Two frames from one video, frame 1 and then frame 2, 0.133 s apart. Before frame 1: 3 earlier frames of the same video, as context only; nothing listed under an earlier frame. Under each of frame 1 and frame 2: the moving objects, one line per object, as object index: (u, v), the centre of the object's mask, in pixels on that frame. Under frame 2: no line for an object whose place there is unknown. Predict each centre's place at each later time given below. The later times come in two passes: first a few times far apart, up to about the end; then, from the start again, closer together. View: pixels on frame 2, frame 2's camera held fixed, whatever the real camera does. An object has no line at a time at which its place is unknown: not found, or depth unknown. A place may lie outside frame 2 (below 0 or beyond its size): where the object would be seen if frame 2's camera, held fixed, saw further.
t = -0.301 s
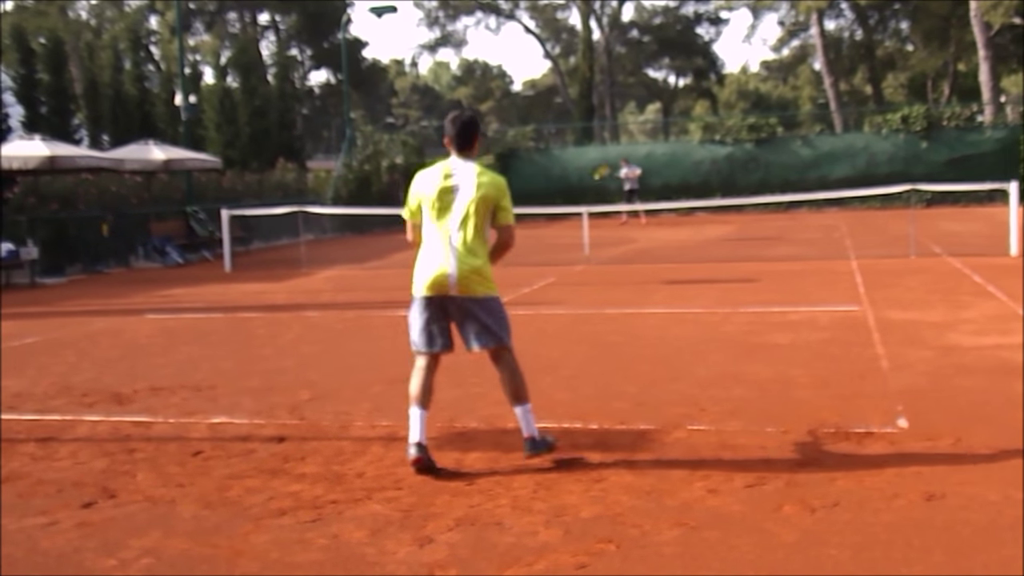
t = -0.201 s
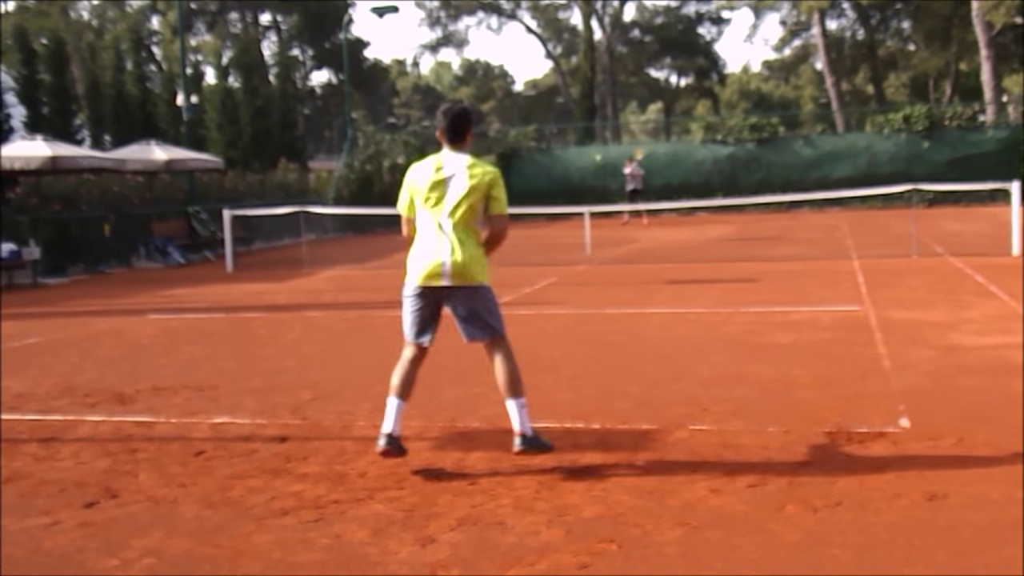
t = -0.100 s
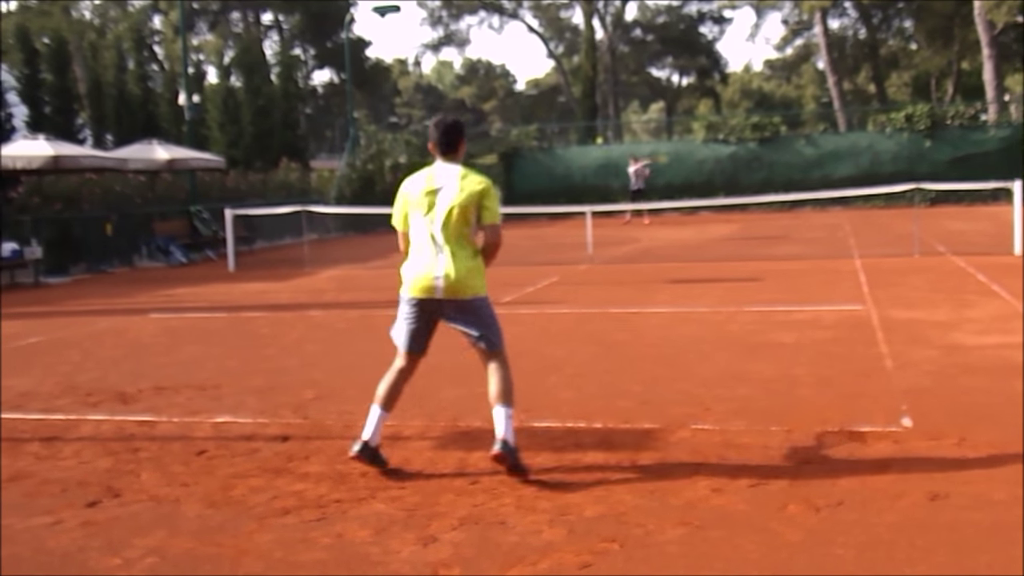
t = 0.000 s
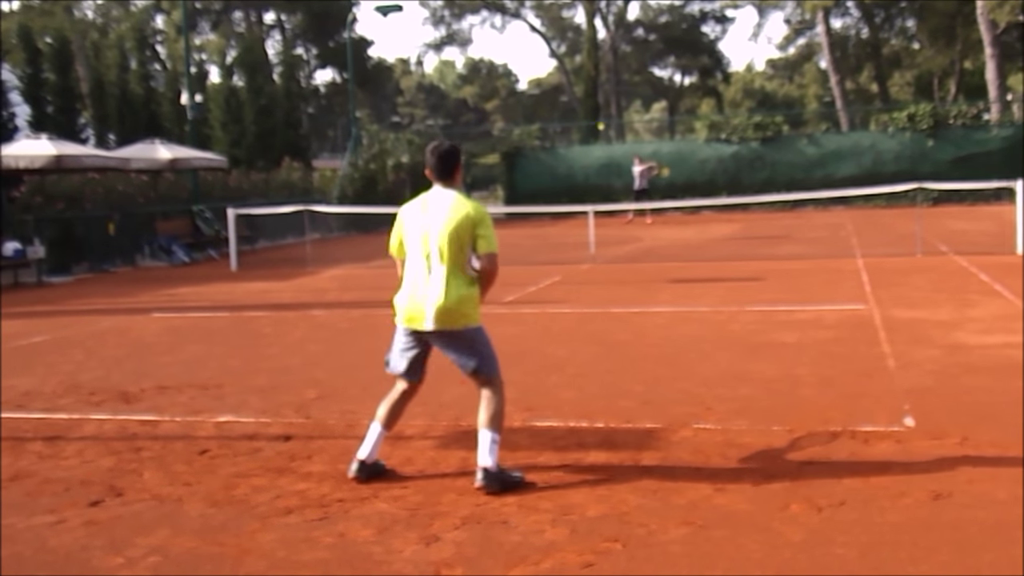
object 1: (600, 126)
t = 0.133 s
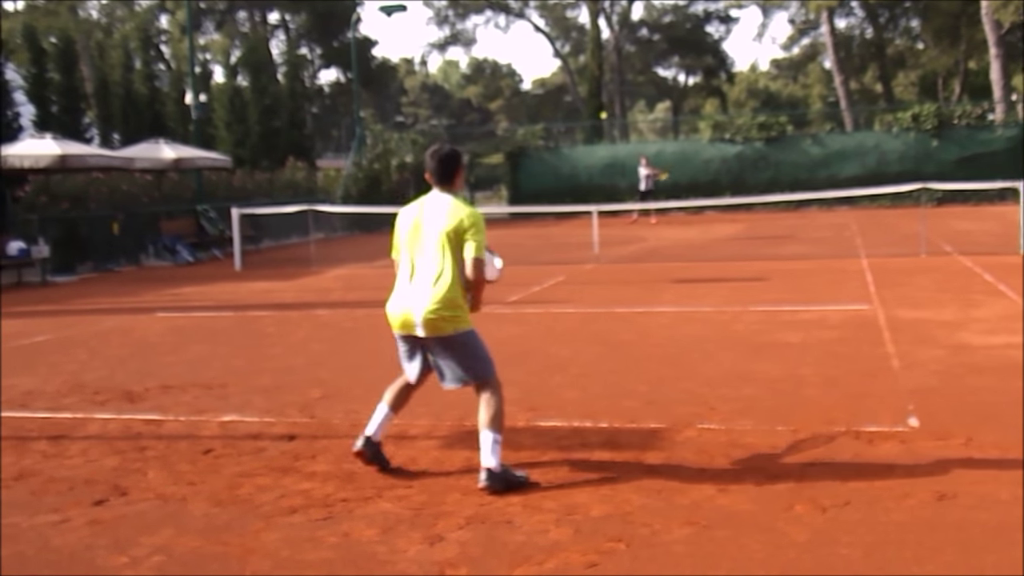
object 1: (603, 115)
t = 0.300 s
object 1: (600, 115)
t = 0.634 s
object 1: (588, 225)
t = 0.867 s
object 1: (574, 339)
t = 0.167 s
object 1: (602, 113)
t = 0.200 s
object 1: (602, 113)
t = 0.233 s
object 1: (602, 113)
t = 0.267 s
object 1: (601, 113)
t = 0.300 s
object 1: (600, 115)
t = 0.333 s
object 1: (600, 117)
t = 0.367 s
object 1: (599, 121)
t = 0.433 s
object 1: (596, 139)
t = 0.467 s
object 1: (595, 148)
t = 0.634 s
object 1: (588, 225)
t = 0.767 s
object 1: (581, 345)
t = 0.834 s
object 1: (577, 360)
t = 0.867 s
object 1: (574, 339)
